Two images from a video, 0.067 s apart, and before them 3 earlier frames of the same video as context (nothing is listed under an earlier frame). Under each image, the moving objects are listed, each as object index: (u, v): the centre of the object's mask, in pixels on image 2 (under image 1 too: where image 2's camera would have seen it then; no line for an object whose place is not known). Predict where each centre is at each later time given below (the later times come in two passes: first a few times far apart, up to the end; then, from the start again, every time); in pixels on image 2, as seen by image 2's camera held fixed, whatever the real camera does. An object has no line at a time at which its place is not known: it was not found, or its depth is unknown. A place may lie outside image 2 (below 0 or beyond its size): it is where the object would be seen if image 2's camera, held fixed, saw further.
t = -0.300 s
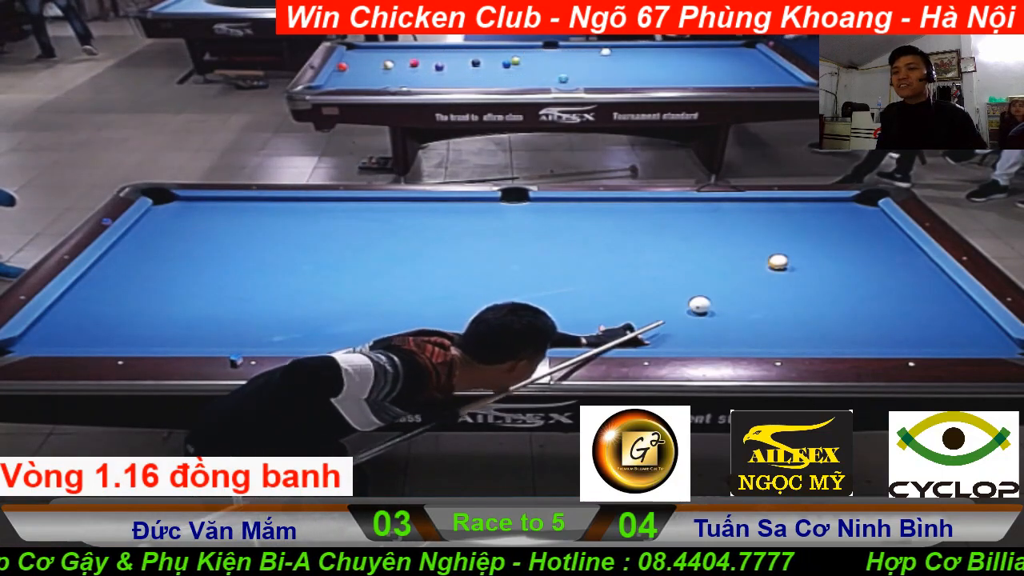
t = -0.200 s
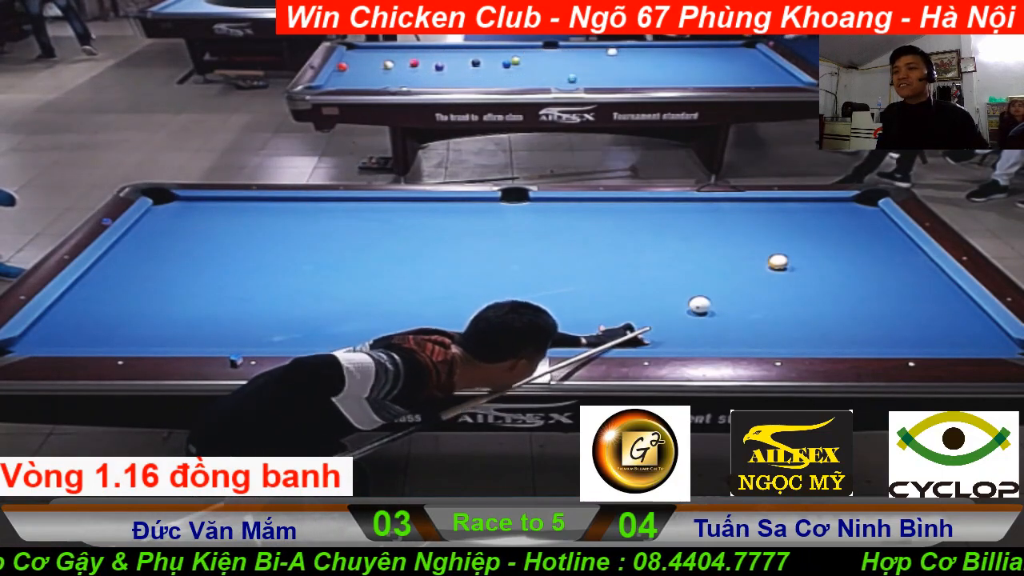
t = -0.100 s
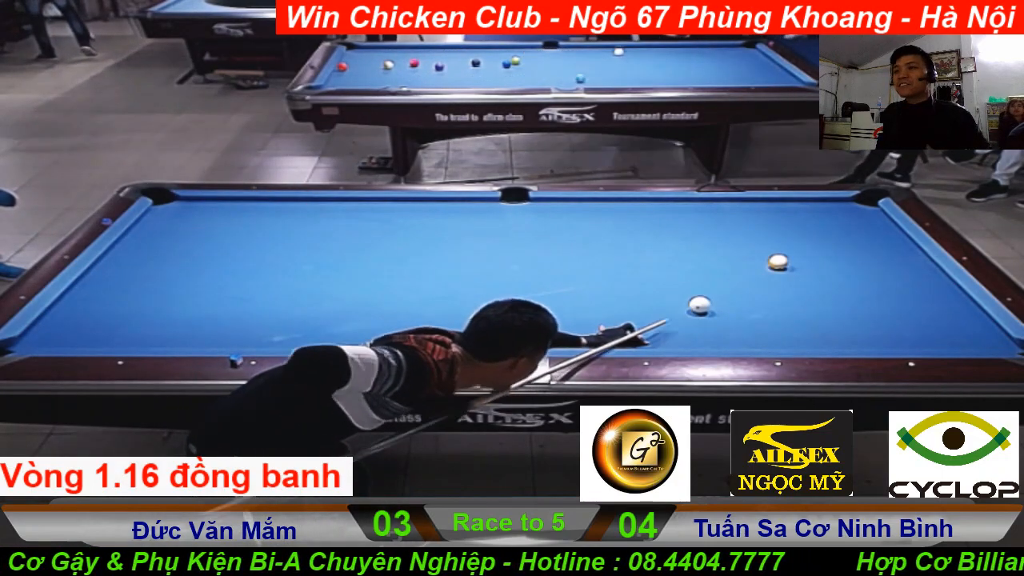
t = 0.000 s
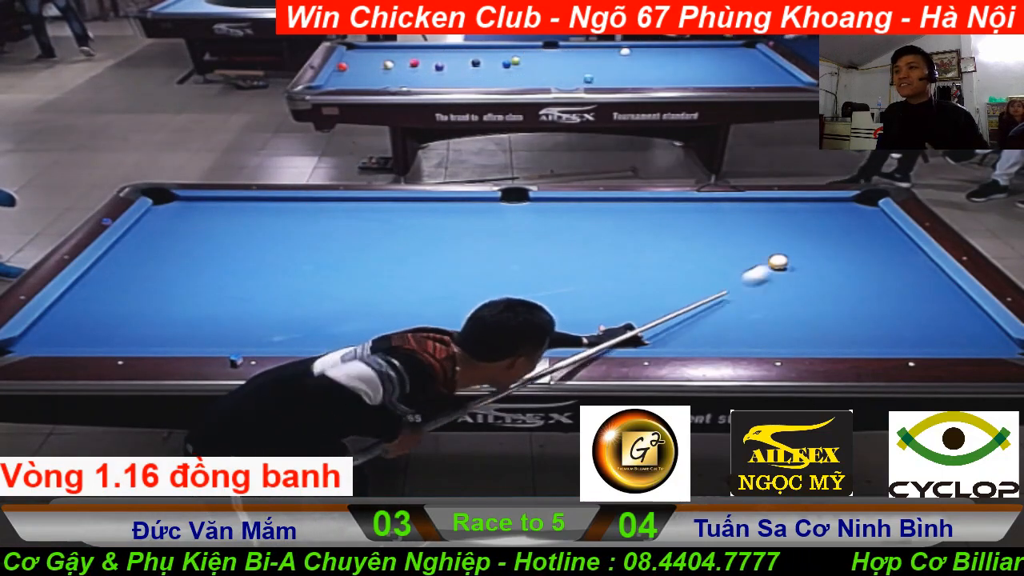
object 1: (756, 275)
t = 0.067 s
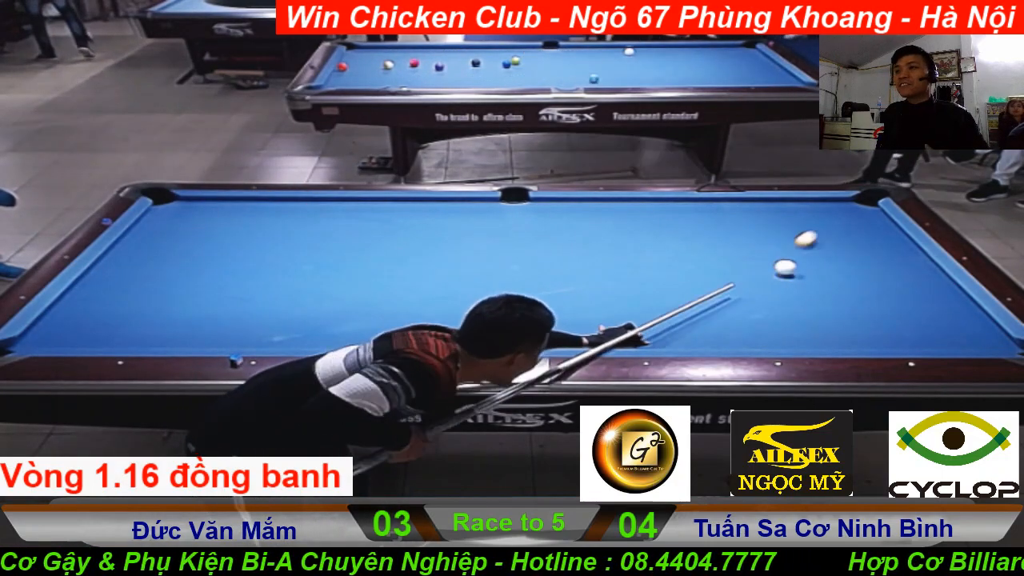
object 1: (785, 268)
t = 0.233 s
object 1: (827, 271)
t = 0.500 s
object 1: (891, 272)
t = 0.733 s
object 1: (932, 273)
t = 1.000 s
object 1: (905, 279)
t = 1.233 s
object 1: (882, 283)
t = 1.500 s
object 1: (856, 288)
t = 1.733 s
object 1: (835, 293)
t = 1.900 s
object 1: (817, 296)
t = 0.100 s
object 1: (794, 270)
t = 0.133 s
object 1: (803, 270)
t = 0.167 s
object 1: (811, 271)
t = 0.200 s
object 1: (819, 271)
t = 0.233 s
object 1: (827, 271)
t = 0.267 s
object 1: (835, 271)
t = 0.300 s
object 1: (843, 271)
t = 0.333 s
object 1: (851, 272)
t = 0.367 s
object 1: (859, 272)
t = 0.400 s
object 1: (867, 272)
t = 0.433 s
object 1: (875, 272)
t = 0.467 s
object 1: (883, 272)
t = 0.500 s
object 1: (891, 272)
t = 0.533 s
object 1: (898, 272)
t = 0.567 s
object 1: (906, 272)
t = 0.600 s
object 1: (914, 272)
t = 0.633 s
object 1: (922, 272)
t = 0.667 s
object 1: (929, 272)
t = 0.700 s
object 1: (936, 273)
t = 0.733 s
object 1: (932, 273)
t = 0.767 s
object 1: (928, 274)
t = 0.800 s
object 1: (925, 275)
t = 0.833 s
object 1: (921, 275)
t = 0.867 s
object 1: (918, 276)
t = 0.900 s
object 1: (915, 277)
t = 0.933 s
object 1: (911, 277)
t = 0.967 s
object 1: (908, 278)
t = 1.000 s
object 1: (905, 279)
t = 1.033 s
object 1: (901, 279)
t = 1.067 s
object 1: (898, 280)
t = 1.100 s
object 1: (895, 280)
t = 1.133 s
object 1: (891, 281)
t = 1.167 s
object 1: (888, 282)
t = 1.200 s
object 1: (885, 282)
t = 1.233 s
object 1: (882, 283)
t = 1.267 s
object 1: (878, 284)
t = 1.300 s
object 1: (875, 284)
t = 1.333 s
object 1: (872, 285)
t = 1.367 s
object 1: (869, 286)
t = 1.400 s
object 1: (866, 286)
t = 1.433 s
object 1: (862, 287)
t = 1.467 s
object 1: (859, 288)
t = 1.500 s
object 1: (856, 288)
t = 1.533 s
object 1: (852, 289)
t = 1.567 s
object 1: (850, 290)
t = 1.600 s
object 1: (847, 290)
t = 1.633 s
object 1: (844, 291)
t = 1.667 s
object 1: (841, 291)
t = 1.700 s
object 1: (838, 292)
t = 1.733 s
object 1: (835, 293)
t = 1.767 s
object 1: (832, 293)
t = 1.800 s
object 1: (829, 294)
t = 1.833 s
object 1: (826, 294)
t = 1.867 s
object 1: (823, 295)
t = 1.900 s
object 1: (817, 296)
